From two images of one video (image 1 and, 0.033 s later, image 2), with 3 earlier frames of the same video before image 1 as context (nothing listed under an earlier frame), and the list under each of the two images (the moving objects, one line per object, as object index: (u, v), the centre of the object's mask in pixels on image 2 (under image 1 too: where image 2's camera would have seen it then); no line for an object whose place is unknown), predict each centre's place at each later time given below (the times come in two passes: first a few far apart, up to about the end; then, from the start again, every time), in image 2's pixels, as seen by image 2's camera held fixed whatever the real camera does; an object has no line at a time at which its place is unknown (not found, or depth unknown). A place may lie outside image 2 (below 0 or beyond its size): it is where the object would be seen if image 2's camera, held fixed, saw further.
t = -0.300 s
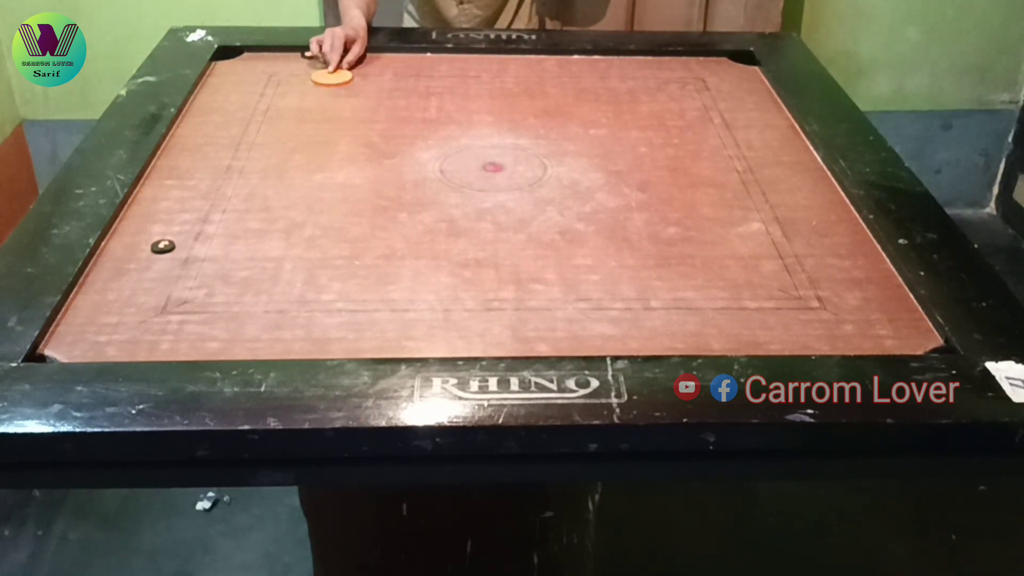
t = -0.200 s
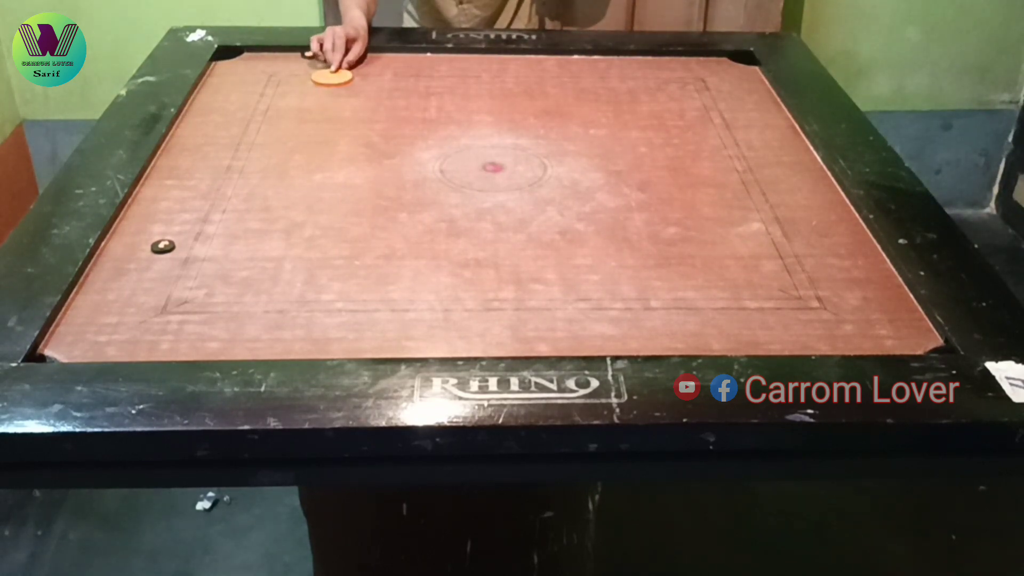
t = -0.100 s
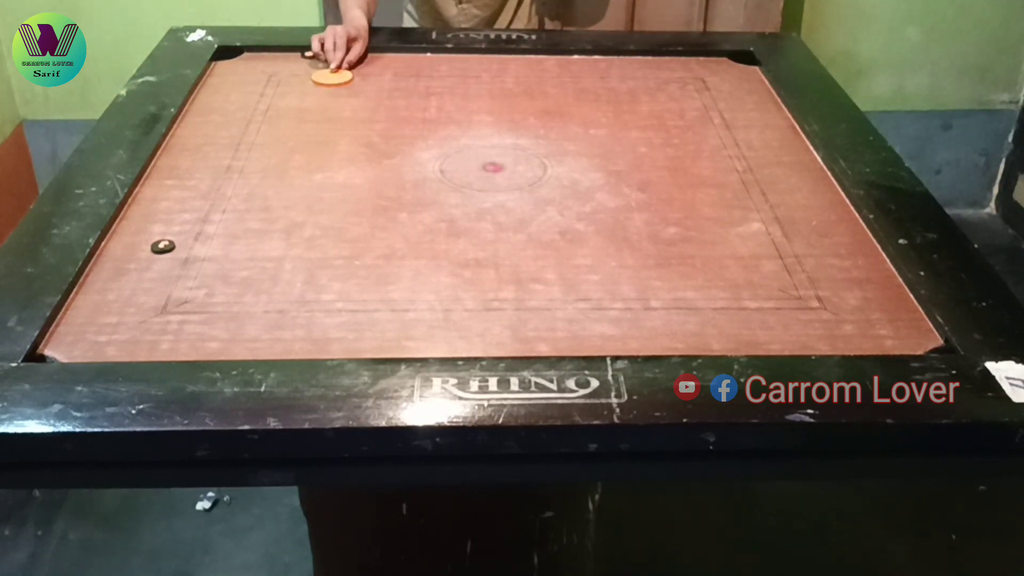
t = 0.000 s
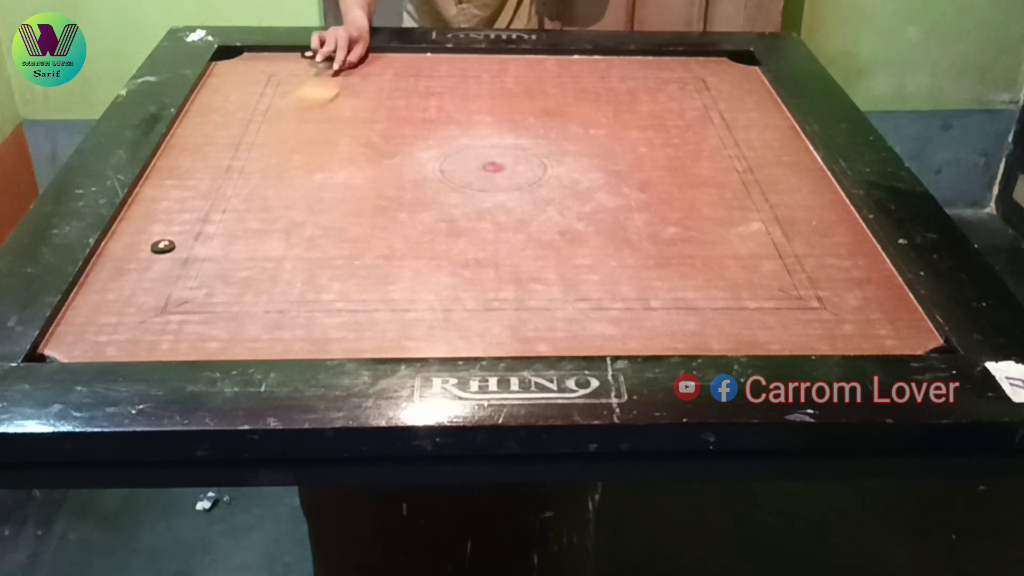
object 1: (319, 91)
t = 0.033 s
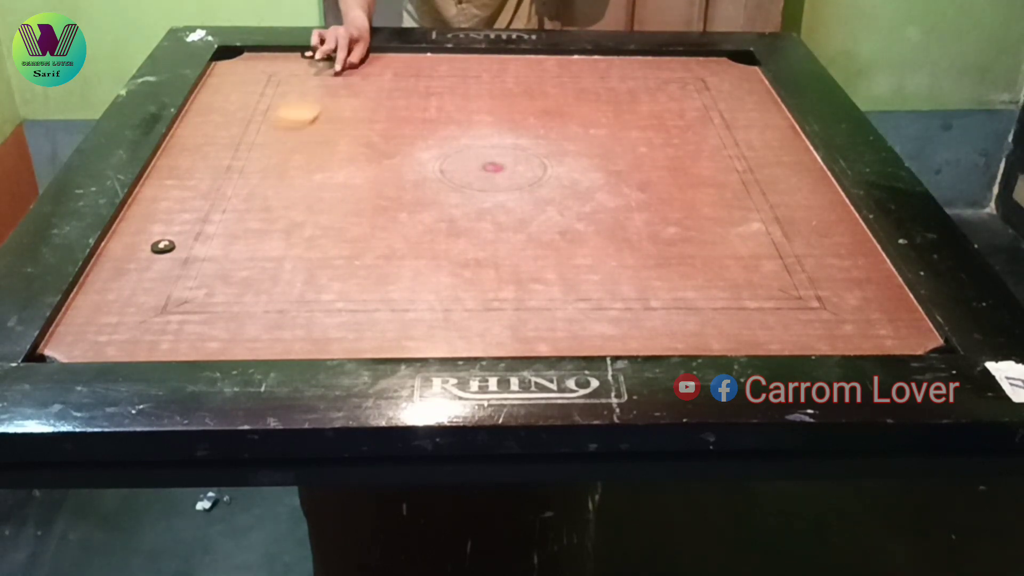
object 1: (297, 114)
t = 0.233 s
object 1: (138, 284)
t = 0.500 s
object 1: (276, 276)
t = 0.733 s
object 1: (448, 216)
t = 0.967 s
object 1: (570, 173)
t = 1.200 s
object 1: (652, 143)
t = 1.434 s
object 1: (711, 120)
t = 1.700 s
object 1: (756, 104)
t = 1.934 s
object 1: (745, 96)
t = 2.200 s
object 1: (744, 95)
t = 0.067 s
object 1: (274, 138)
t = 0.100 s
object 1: (250, 163)
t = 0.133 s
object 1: (222, 191)
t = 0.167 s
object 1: (189, 226)
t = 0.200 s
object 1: (164, 253)
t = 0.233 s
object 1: (138, 284)
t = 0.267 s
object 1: (103, 319)
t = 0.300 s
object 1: (75, 346)
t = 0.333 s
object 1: (102, 337)
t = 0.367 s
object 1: (141, 323)
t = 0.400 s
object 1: (177, 310)
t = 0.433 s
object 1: (212, 298)
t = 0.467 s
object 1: (245, 287)
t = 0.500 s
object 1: (276, 276)
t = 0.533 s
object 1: (305, 266)
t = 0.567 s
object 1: (334, 256)
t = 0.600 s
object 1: (359, 247)
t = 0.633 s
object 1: (383, 239)
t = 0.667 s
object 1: (406, 231)
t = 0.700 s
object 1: (427, 223)
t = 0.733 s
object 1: (448, 216)
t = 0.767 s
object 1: (468, 209)
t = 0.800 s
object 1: (488, 202)
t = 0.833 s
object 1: (506, 196)
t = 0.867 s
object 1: (523, 190)
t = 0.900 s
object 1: (539, 184)
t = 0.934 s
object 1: (555, 178)
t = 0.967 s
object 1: (570, 173)
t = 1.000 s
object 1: (584, 168)
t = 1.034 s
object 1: (597, 163)
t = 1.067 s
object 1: (609, 158)
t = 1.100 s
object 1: (621, 154)
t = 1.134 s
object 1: (631, 150)
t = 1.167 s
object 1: (643, 146)
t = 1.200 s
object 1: (652, 143)
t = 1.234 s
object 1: (662, 139)
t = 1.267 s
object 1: (671, 136)
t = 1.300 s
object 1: (680, 132)
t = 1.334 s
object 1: (688, 129)
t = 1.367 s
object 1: (696, 126)
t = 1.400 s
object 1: (704, 123)
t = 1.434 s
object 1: (711, 120)
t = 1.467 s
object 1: (718, 118)
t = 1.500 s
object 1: (725, 115)
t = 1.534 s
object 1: (731, 113)
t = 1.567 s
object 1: (736, 111)
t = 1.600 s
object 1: (741, 109)
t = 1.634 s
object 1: (746, 107)
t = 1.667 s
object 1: (751, 105)
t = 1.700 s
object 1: (756, 104)
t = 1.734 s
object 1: (760, 102)
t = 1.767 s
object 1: (759, 101)
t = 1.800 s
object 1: (754, 99)
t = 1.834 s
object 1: (751, 98)
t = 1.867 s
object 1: (748, 98)
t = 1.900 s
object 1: (746, 97)
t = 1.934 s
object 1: (745, 96)
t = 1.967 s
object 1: (744, 96)
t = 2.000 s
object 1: (744, 96)
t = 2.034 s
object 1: (744, 96)
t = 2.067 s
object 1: (744, 95)
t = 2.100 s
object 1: (744, 95)
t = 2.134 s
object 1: (744, 95)
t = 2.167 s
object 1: (744, 95)
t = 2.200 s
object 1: (744, 95)
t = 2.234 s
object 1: (744, 95)
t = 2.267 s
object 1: (744, 95)
